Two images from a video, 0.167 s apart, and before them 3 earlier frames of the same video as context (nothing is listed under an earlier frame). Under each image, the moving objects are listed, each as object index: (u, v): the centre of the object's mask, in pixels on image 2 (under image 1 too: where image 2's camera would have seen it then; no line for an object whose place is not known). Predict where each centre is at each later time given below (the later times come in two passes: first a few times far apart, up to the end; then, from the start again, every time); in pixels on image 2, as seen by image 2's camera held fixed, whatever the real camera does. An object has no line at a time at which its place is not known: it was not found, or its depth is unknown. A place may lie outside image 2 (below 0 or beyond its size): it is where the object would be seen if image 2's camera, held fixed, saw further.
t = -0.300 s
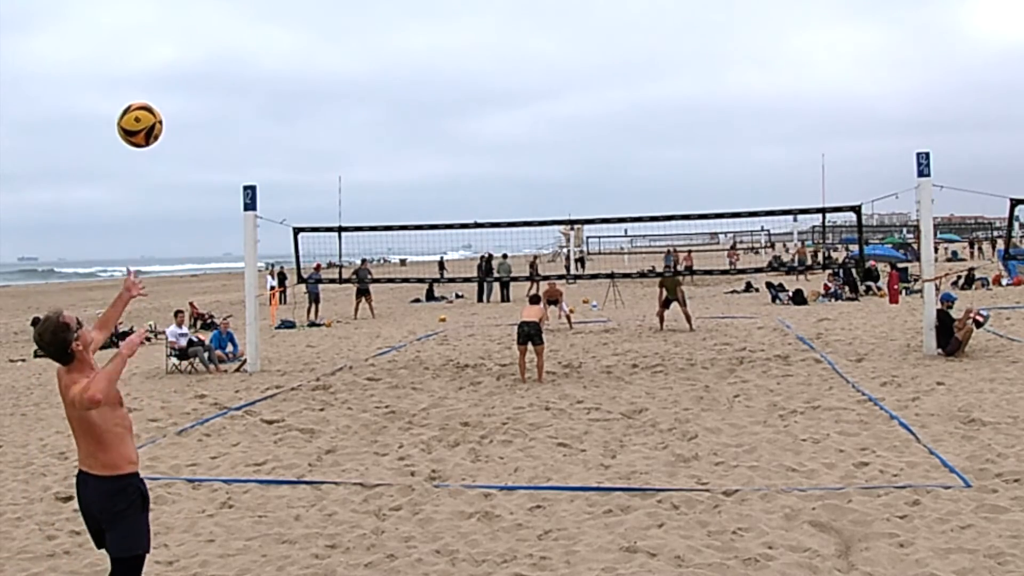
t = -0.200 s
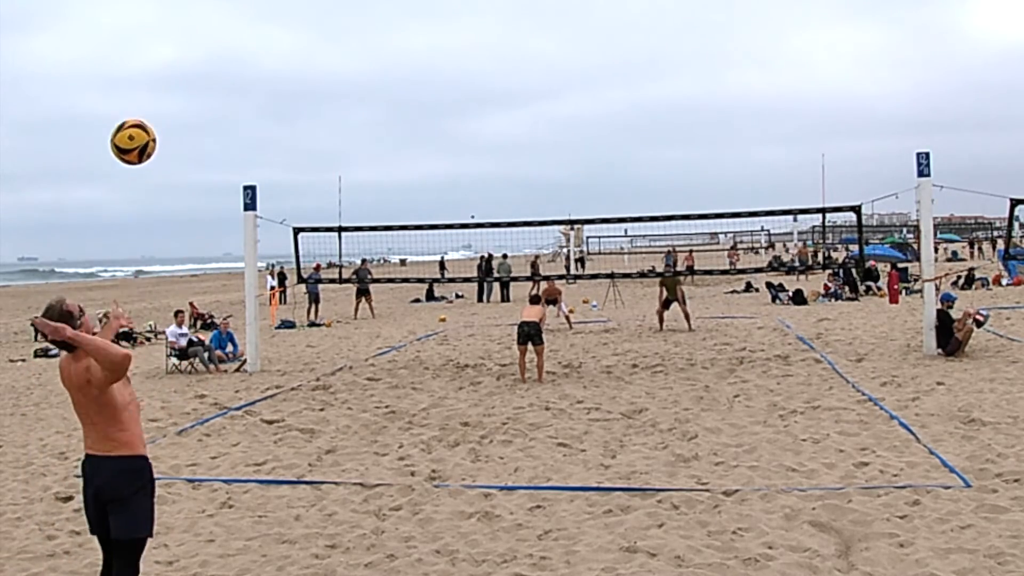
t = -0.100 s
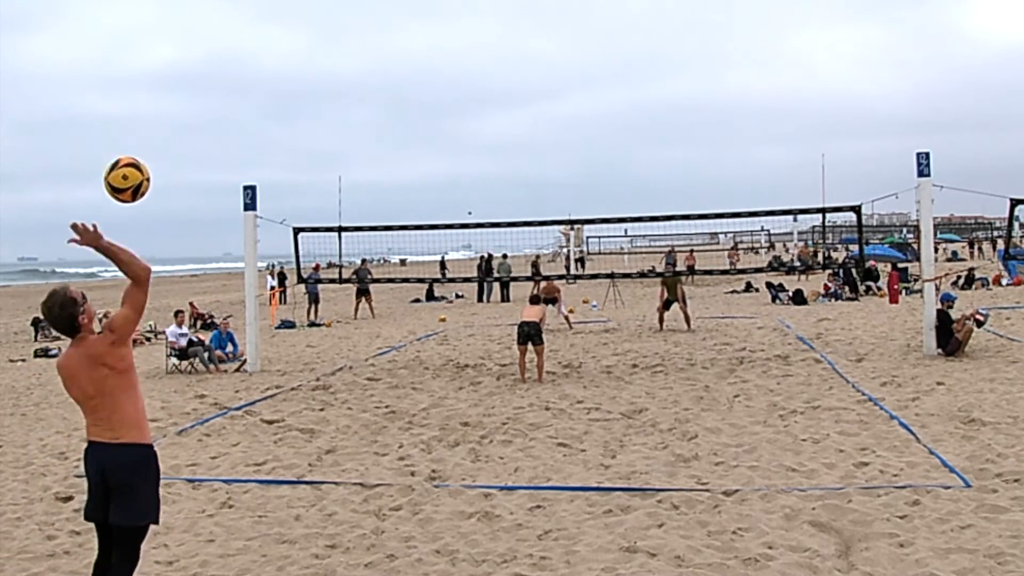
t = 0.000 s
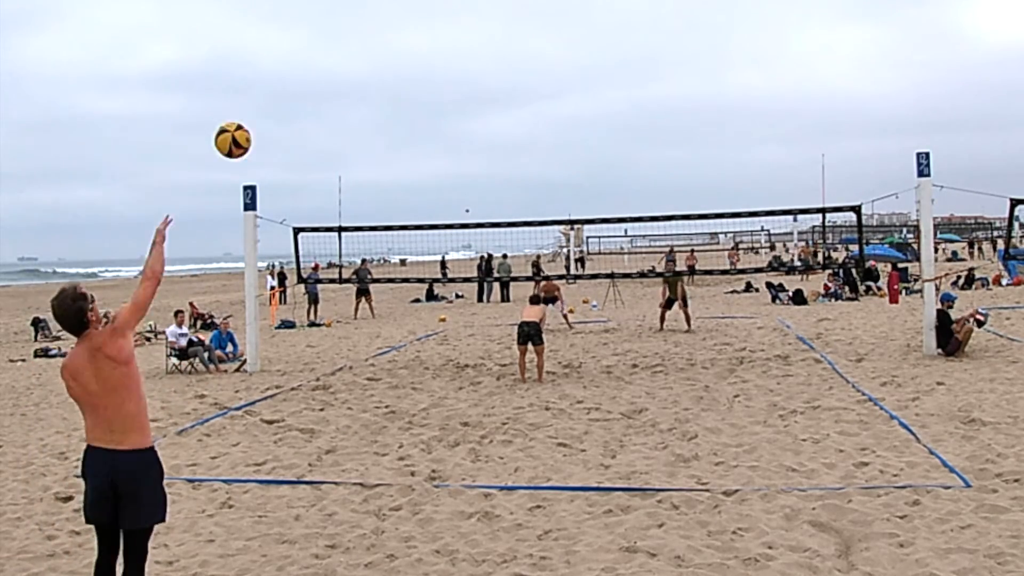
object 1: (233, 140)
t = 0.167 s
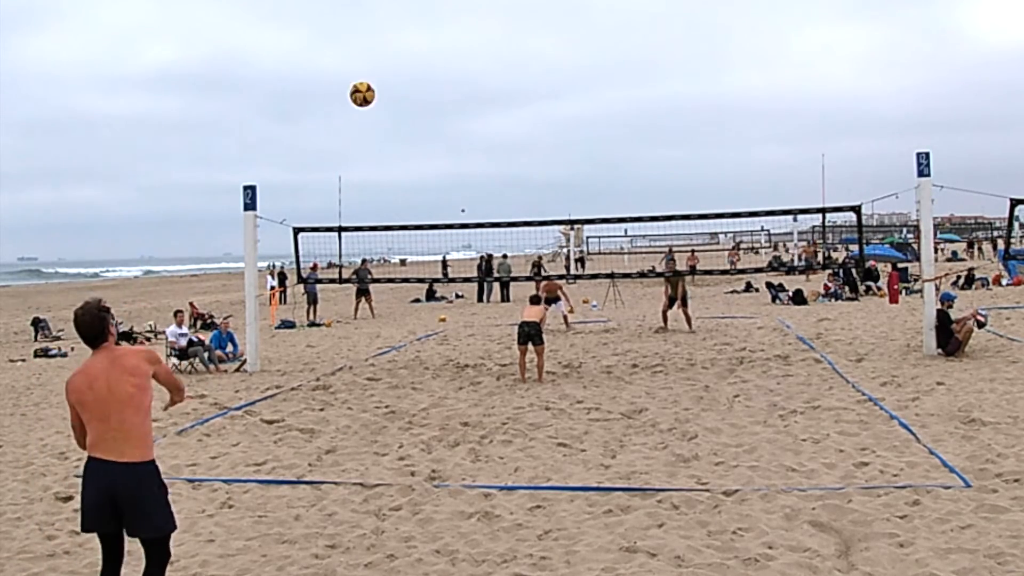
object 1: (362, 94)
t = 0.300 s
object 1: (417, 88)
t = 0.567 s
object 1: (482, 109)
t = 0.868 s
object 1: (523, 160)
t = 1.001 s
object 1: (533, 189)
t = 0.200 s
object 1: (378, 91)
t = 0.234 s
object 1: (393, 89)
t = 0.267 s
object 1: (405, 88)
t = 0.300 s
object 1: (417, 88)
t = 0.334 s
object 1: (428, 89)
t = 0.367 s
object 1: (437, 90)
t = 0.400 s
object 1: (446, 92)
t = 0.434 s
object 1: (454, 95)
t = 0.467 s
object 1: (462, 98)
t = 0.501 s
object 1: (470, 101)
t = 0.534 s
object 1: (476, 105)
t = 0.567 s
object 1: (482, 109)
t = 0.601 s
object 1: (488, 113)
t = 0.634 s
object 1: (493, 117)
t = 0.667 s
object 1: (498, 122)
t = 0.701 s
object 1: (503, 128)
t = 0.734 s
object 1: (508, 133)
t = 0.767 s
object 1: (512, 140)
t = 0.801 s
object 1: (516, 146)
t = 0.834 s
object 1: (519, 153)
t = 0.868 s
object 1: (523, 160)
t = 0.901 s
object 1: (526, 167)
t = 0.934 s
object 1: (528, 174)
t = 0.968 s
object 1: (531, 181)
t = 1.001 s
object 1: (533, 189)
